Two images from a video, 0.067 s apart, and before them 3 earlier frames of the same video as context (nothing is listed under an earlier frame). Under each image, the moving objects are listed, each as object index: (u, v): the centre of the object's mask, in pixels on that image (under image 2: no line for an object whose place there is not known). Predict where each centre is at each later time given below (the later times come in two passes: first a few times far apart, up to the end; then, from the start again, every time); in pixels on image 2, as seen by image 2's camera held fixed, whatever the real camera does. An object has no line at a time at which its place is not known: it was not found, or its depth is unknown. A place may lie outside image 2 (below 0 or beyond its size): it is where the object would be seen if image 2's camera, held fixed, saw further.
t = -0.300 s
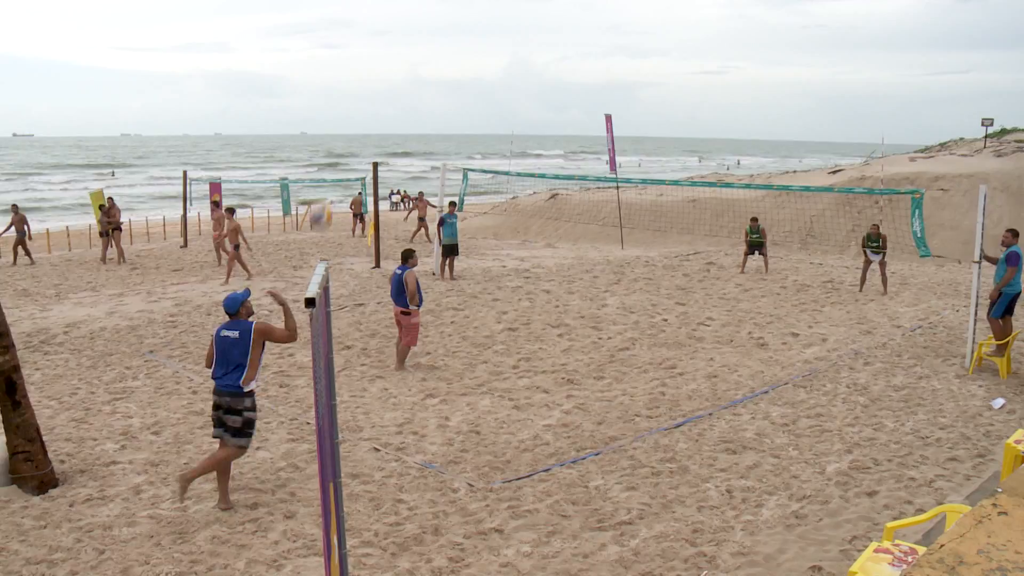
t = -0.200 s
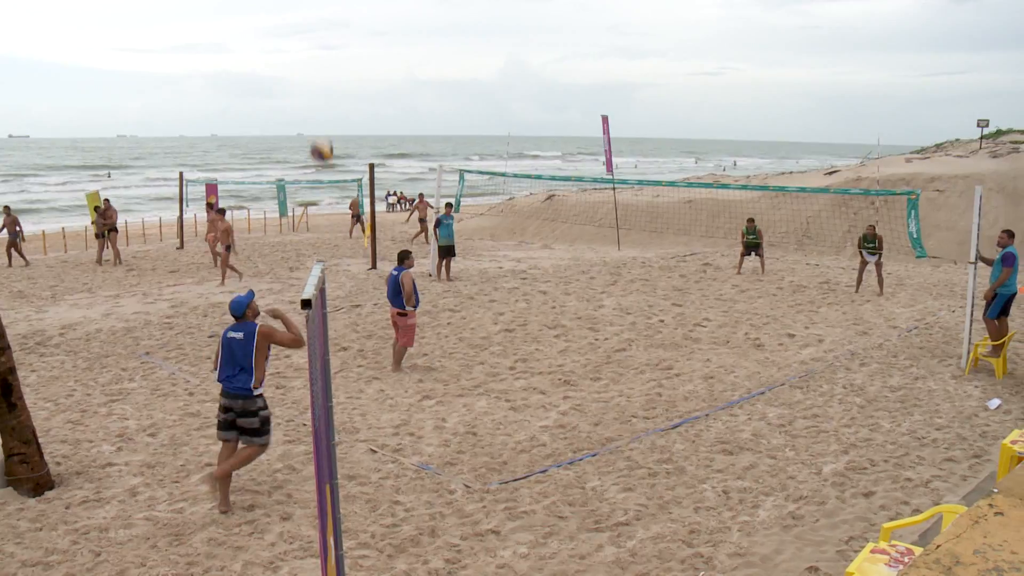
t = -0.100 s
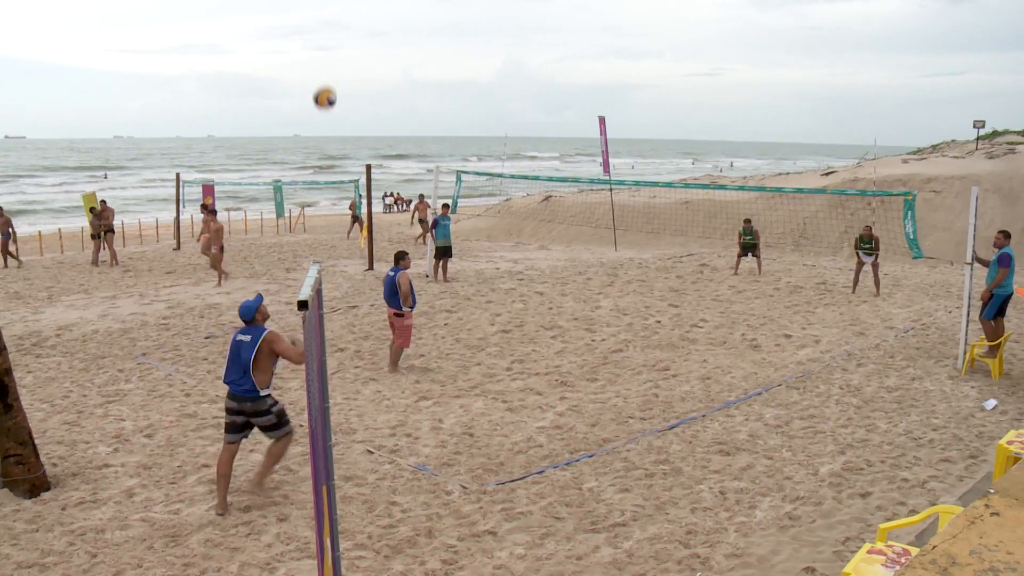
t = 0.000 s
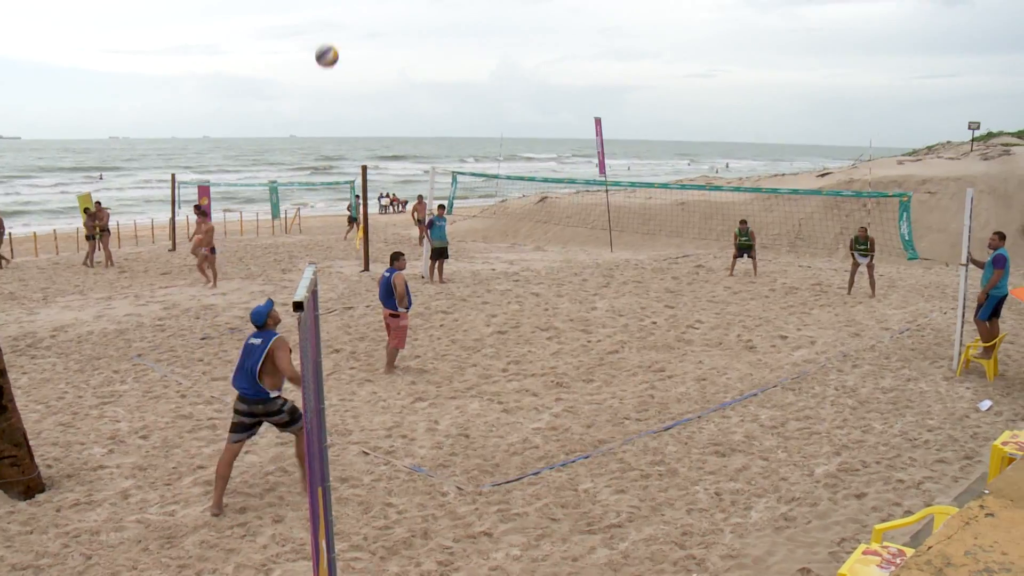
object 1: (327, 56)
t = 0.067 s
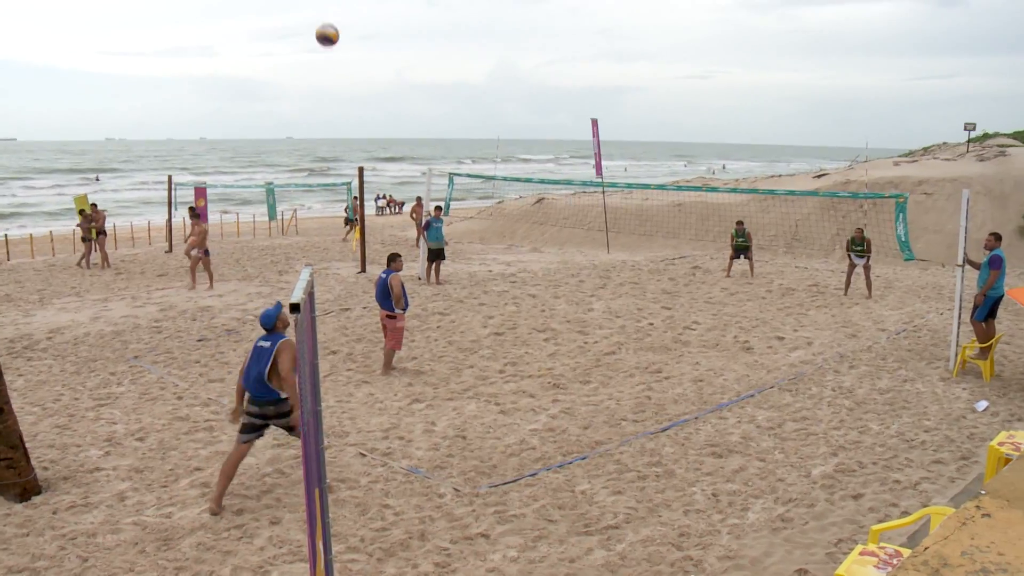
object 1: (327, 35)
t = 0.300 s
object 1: (340, 2)
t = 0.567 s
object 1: (354, 28)
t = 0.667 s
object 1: (358, 57)
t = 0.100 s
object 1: (329, 26)
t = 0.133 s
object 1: (331, 18)
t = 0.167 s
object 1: (333, 12)
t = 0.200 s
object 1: (335, 7)
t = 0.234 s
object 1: (337, 5)
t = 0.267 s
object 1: (339, 3)
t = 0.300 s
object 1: (340, 2)
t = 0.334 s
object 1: (342, 1)
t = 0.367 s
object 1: (344, 1)
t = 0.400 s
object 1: (346, 2)
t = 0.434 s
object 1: (347, 4)
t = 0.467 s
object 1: (349, 8)
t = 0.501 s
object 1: (351, 14)
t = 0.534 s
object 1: (352, 20)
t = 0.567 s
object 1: (354, 28)
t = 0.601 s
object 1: (356, 37)
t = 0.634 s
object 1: (357, 46)
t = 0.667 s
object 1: (358, 57)
